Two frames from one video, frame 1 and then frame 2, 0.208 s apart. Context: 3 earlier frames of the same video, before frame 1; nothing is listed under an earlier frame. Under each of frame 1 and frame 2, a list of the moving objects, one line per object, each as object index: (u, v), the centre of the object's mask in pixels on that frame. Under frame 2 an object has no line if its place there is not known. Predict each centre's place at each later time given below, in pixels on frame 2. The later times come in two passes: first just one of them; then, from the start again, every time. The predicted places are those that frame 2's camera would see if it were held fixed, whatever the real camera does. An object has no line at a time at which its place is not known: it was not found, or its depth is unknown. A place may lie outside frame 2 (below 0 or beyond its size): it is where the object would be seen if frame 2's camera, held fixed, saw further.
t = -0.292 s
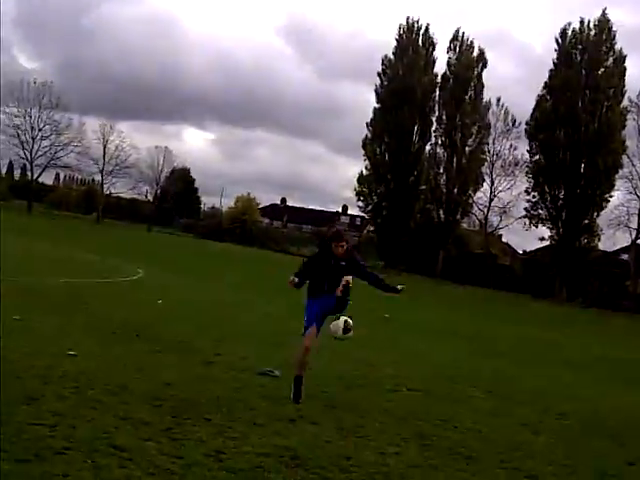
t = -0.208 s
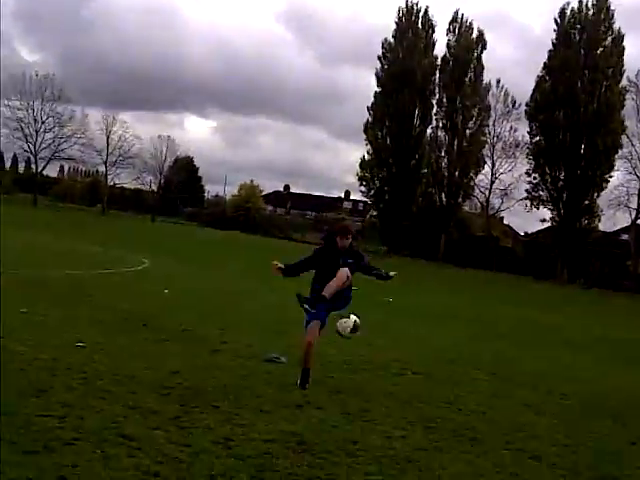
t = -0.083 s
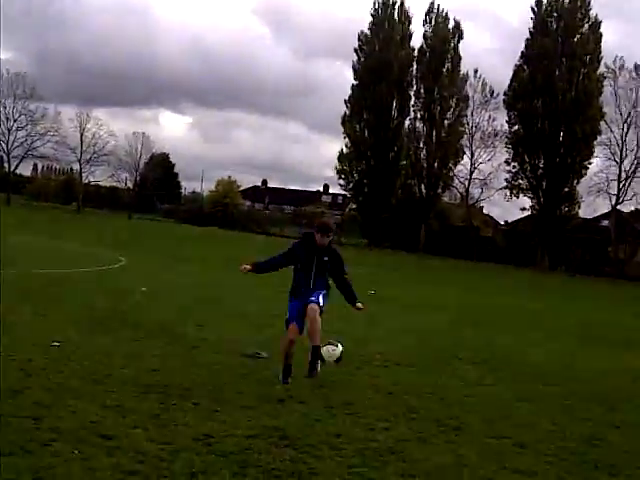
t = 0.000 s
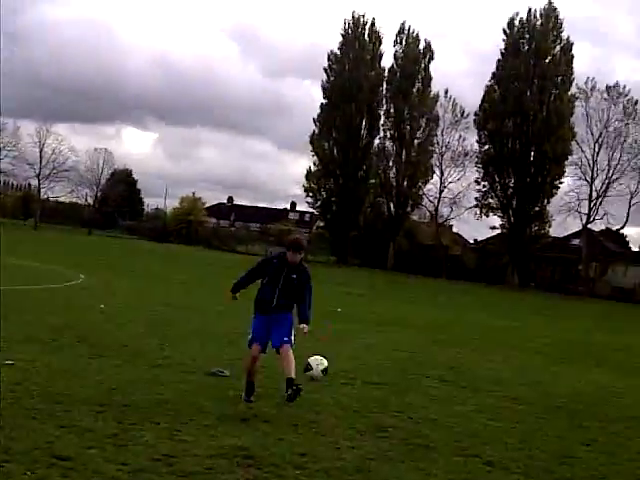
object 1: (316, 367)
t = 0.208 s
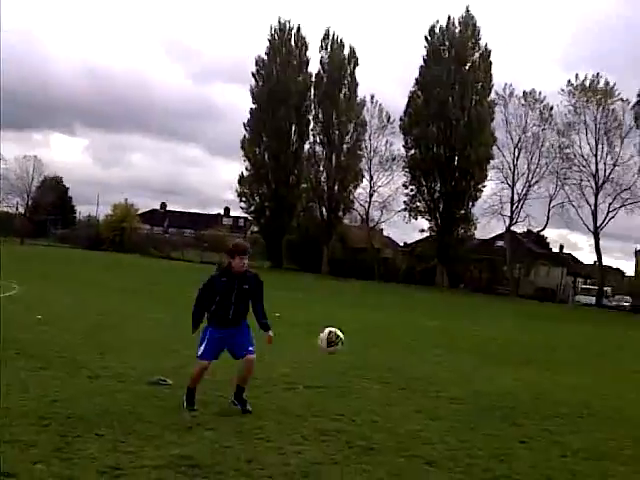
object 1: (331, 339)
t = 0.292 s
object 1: (361, 339)
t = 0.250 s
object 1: (346, 337)
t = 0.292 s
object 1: (361, 339)
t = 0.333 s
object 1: (375, 343)
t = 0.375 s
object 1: (389, 348)
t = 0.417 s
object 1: (406, 353)
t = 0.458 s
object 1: (421, 365)
